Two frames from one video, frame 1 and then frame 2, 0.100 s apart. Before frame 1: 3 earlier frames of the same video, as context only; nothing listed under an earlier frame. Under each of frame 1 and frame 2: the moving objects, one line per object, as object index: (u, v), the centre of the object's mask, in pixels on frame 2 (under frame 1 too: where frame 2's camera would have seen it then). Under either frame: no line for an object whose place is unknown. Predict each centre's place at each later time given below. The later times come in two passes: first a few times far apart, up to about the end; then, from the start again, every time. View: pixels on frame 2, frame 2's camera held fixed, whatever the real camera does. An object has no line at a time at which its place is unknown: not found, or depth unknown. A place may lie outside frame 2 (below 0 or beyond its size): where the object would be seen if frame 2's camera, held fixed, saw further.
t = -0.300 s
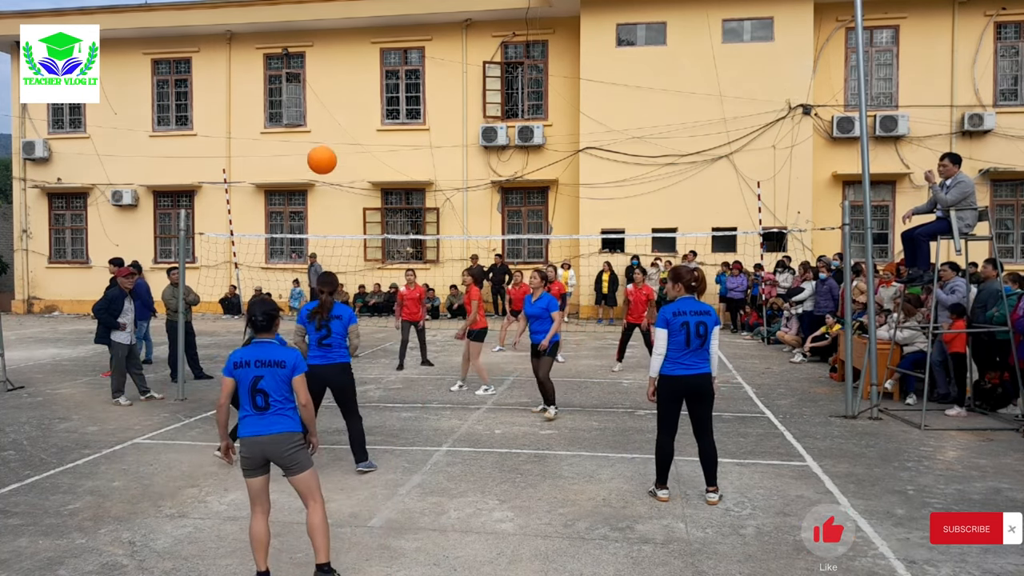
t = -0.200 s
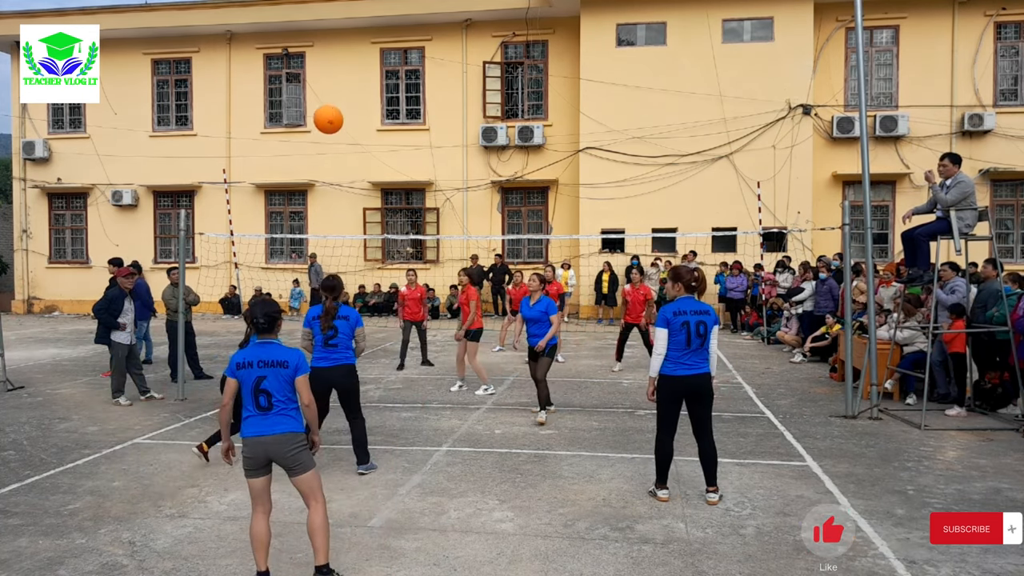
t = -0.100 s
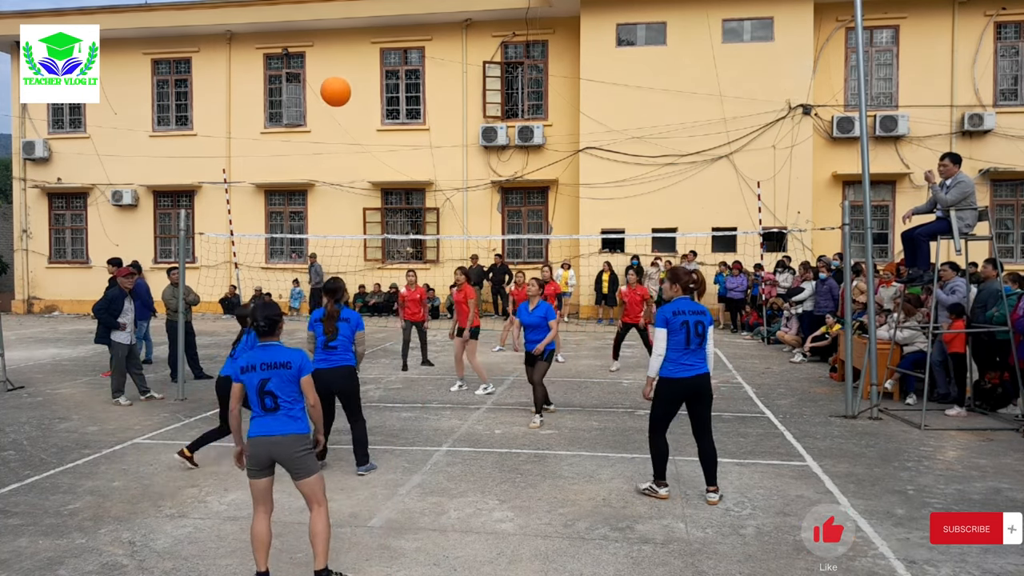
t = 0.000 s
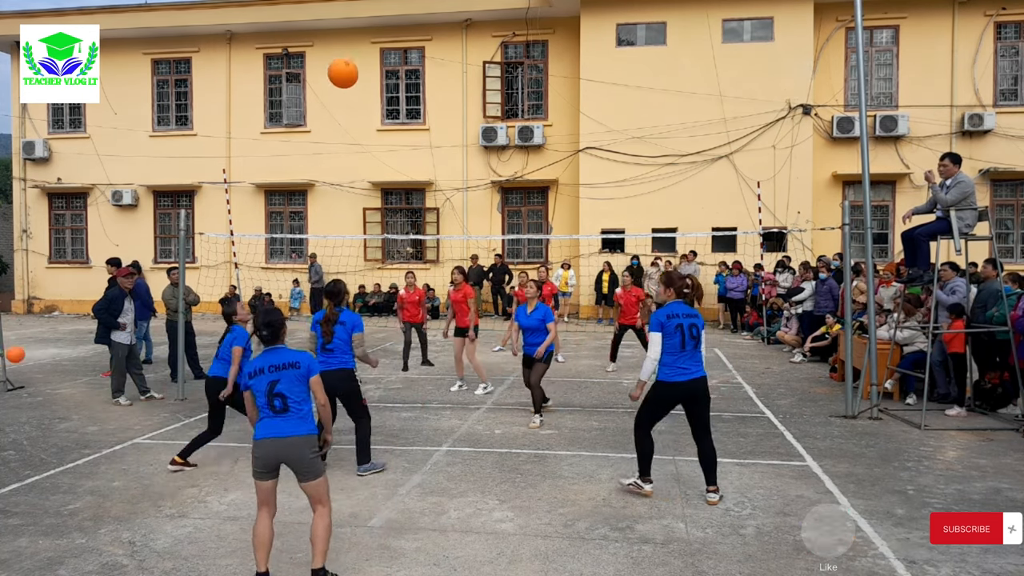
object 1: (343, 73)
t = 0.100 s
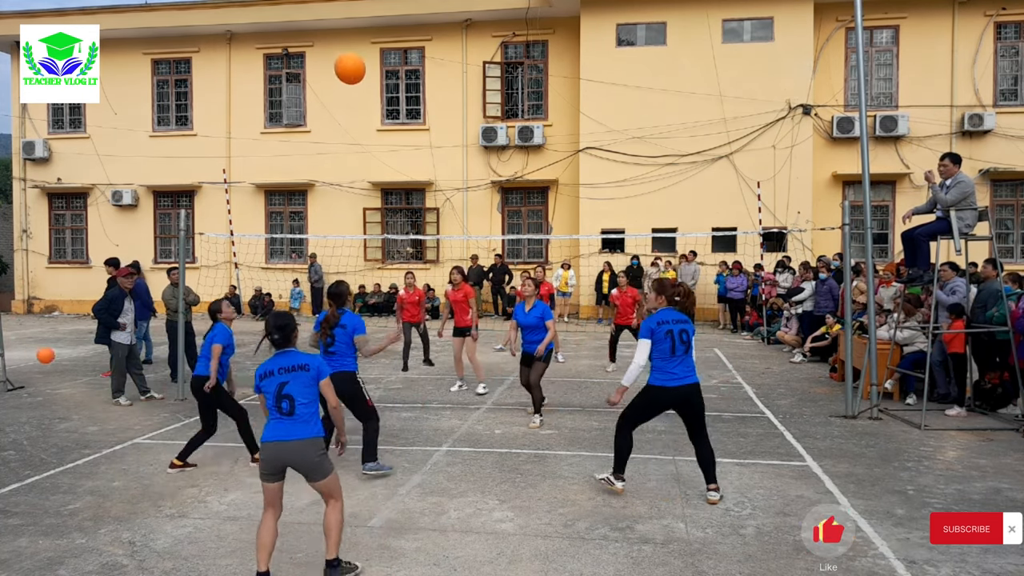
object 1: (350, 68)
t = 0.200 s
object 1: (358, 75)
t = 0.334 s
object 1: (368, 106)
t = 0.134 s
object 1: (352, 70)
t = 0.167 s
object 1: (355, 71)
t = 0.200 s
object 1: (358, 75)
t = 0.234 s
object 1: (361, 80)
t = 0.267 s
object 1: (363, 86)
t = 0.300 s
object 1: (365, 95)
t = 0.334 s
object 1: (368, 106)
